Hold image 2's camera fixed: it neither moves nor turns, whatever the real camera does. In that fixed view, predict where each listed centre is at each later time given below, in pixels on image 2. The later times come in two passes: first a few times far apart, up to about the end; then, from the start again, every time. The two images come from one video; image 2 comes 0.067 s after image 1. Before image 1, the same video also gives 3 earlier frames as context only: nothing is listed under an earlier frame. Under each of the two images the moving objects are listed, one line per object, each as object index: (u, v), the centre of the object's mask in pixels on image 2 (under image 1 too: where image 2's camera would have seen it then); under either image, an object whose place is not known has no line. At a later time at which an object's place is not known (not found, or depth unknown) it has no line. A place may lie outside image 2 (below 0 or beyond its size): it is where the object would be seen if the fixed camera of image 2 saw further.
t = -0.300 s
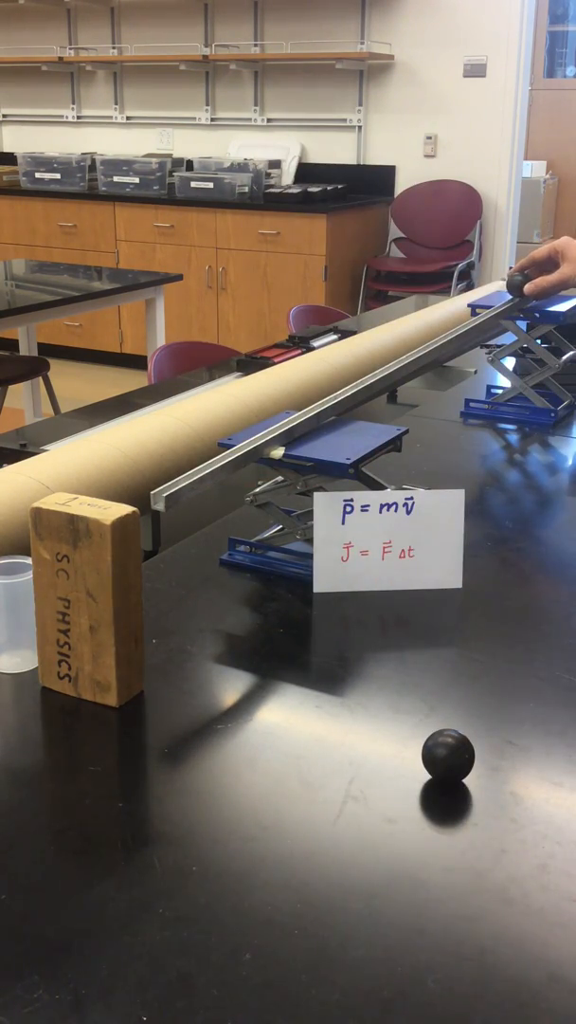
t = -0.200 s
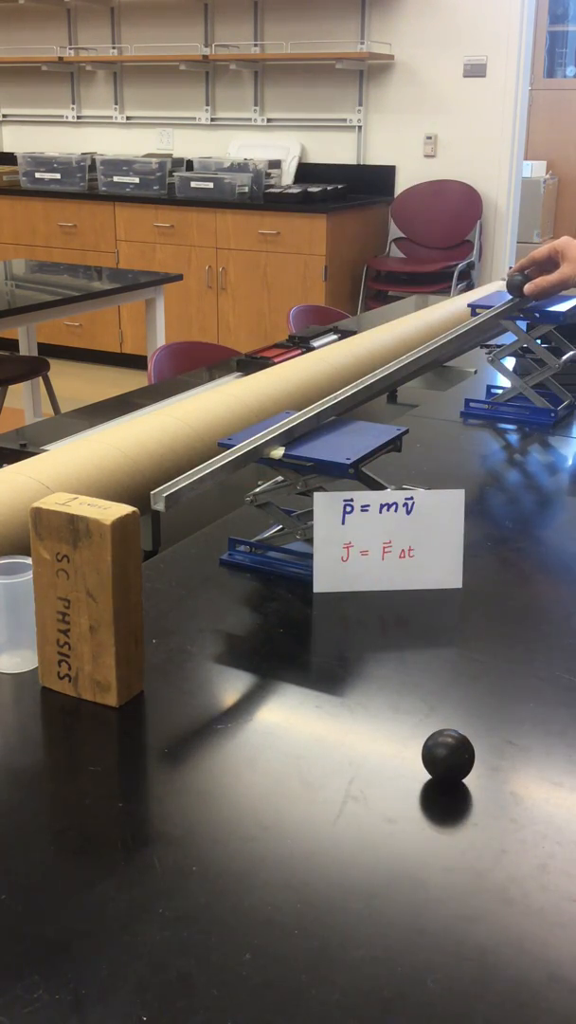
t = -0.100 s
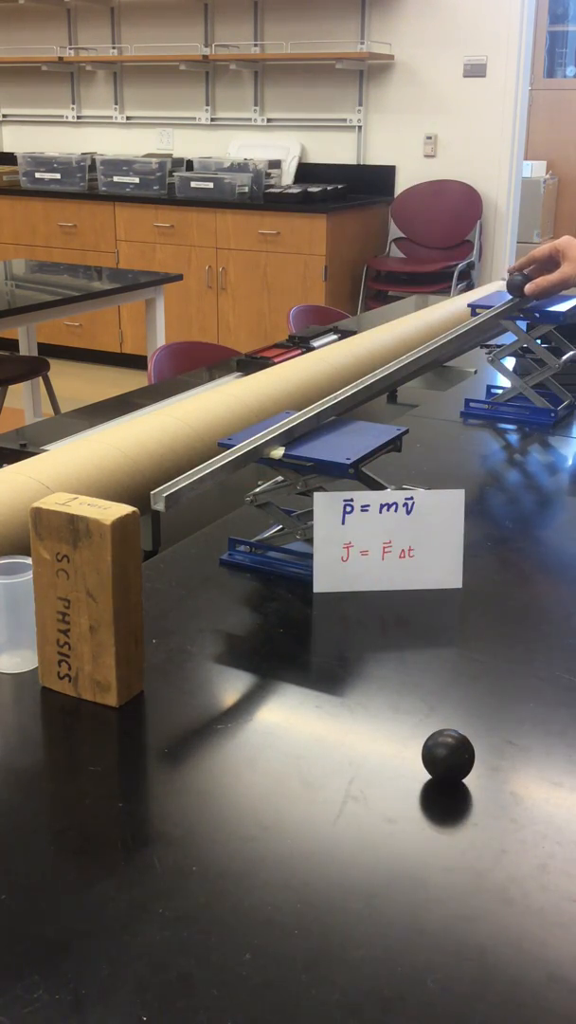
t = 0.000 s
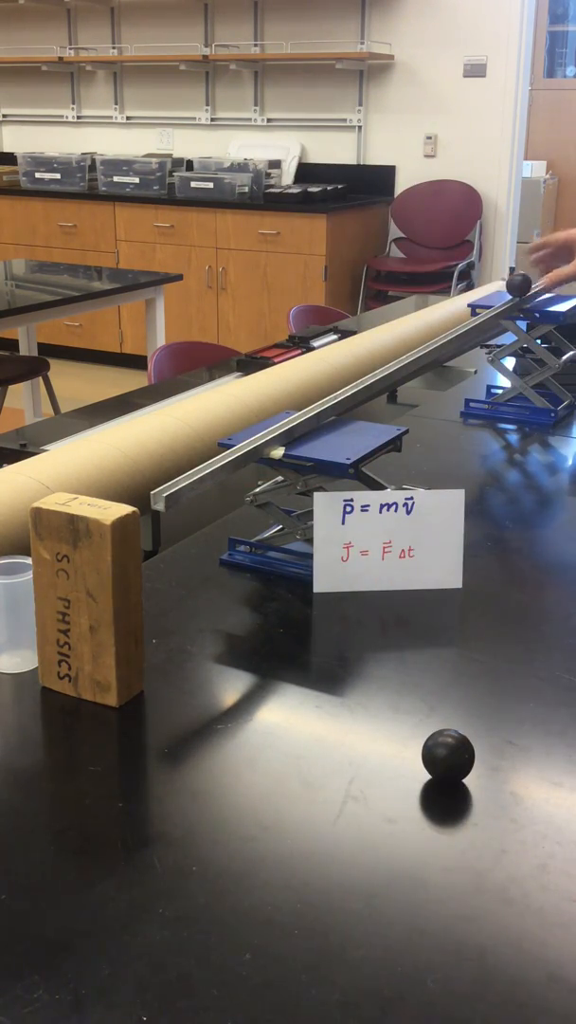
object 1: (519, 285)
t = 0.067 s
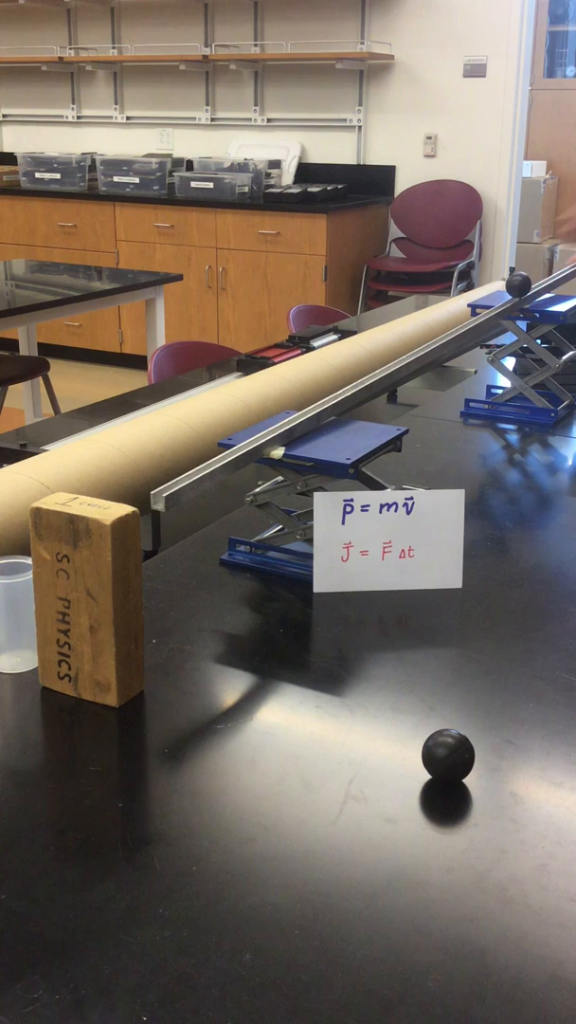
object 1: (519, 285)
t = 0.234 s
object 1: (517, 286)
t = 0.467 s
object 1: (510, 289)
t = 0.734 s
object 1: (498, 295)
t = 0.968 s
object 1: (482, 304)
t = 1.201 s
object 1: (462, 315)
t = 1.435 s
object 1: (436, 328)
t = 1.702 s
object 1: (398, 348)
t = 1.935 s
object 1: (356, 370)
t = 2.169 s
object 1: (302, 398)
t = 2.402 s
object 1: (232, 434)
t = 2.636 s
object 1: (143, 489)
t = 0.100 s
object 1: (518, 285)
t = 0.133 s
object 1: (518, 285)
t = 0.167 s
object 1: (518, 285)
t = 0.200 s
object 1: (517, 285)
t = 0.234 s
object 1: (517, 286)
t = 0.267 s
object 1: (516, 286)
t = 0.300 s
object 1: (515, 286)
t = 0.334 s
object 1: (514, 287)
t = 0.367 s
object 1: (513, 287)
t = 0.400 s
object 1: (512, 288)
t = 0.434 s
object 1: (511, 288)
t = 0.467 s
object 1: (510, 289)
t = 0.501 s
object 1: (509, 290)
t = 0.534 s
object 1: (507, 290)
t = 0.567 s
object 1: (506, 291)
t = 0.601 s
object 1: (504, 292)
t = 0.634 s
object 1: (503, 293)
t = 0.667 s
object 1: (501, 293)
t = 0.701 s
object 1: (500, 294)
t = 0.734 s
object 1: (498, 295)
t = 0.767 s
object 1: (496, 296)
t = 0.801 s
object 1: (494, 297)
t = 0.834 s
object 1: (492, 298)
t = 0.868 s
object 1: (490, 300)
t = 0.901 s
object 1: (488, 301)
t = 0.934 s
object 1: (485, 302)
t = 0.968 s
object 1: (482, 304)
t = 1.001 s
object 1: (480, 305)
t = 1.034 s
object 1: (478, 306)
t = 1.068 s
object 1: (474, 308)
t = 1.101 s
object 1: (472, 310)
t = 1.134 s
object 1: (469, 311)
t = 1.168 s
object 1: (465, 313)
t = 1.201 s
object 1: (462, 315)
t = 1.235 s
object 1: (459, 316)
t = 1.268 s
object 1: (456, 318)
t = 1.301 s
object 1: (452, 320)
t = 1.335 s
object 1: (448, 322)
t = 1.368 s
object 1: (444, 324)
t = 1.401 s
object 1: (440, 326)
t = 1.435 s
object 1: (436, 328)
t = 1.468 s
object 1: (432, 330)
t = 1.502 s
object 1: (428, 332)
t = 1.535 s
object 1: (423, 335)
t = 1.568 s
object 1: (419, 337)
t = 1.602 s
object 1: (414, 340)
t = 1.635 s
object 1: (408, 343)
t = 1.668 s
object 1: (404, 345)
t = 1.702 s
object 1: (398, 348)
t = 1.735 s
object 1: (392, 351)
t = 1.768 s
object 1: (387, 354)
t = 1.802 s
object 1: (381, 357)
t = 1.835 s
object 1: (376, 360)
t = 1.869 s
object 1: (369, 363)
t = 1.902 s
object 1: (362, 367)
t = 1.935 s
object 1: (356, 370)
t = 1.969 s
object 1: (349, 374)
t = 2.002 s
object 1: (342, 378)
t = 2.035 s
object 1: (334, 381)
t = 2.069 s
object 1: (327, 385)
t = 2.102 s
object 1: (319, 389)
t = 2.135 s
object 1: (310, 394)
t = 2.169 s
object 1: (302, 398)
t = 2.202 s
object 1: (293, 402)
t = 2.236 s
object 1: (284, 407)
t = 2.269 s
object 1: (275, 412)
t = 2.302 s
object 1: (263, 417)
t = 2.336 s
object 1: (254, 422)
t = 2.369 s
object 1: (244, 428)
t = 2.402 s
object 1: (232, 434)
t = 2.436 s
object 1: (220, 441)
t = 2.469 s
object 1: (209, 446)
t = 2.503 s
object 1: (197, 453)
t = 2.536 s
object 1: (183, 459)
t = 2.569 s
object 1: (169, 466)
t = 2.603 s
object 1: (155, 474)
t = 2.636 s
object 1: (143, 489)
